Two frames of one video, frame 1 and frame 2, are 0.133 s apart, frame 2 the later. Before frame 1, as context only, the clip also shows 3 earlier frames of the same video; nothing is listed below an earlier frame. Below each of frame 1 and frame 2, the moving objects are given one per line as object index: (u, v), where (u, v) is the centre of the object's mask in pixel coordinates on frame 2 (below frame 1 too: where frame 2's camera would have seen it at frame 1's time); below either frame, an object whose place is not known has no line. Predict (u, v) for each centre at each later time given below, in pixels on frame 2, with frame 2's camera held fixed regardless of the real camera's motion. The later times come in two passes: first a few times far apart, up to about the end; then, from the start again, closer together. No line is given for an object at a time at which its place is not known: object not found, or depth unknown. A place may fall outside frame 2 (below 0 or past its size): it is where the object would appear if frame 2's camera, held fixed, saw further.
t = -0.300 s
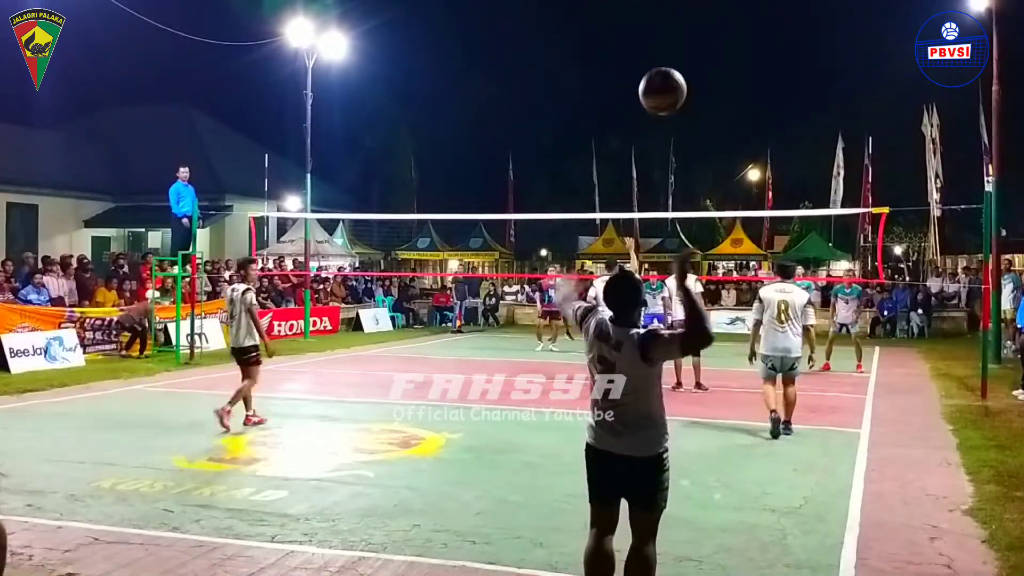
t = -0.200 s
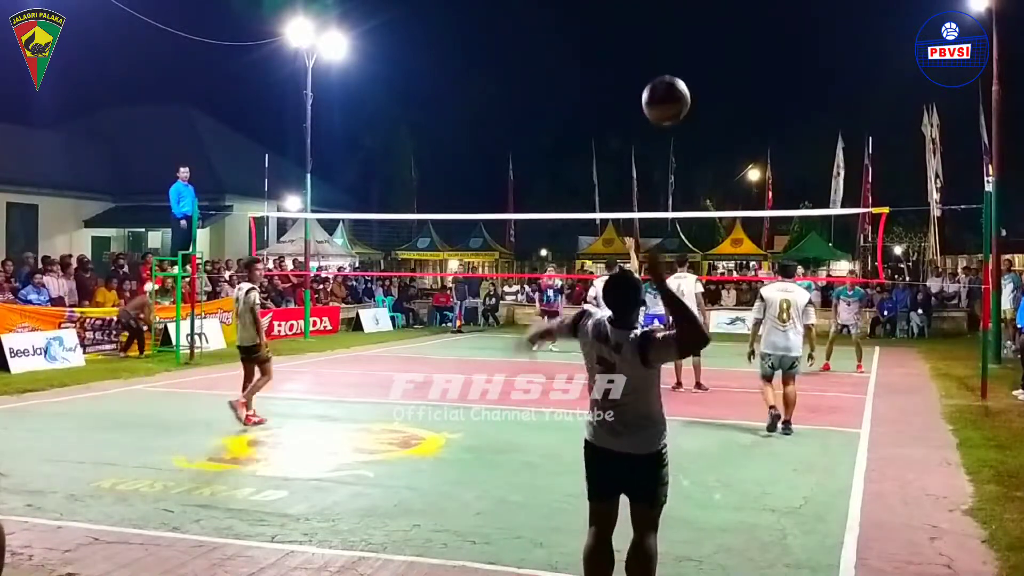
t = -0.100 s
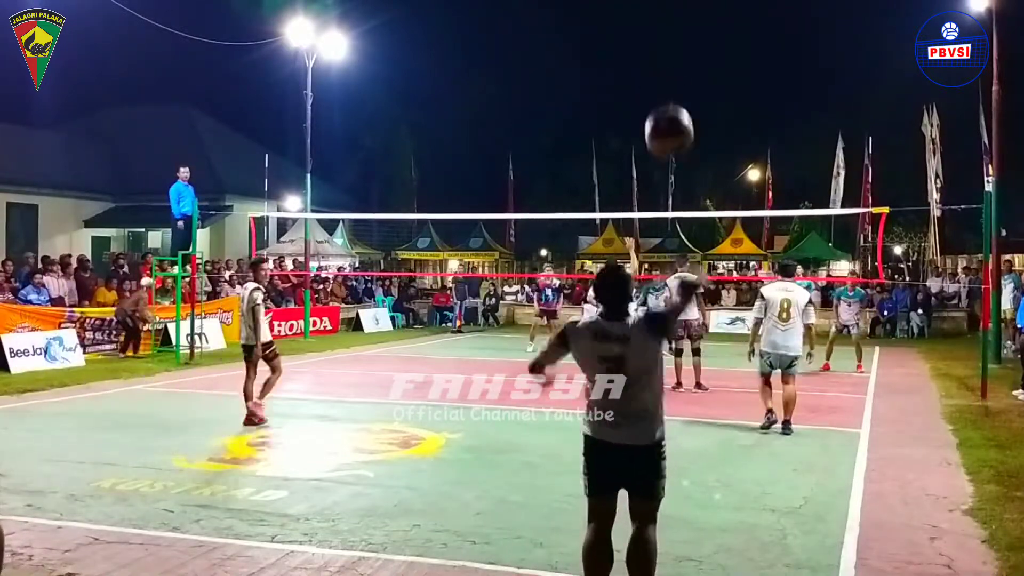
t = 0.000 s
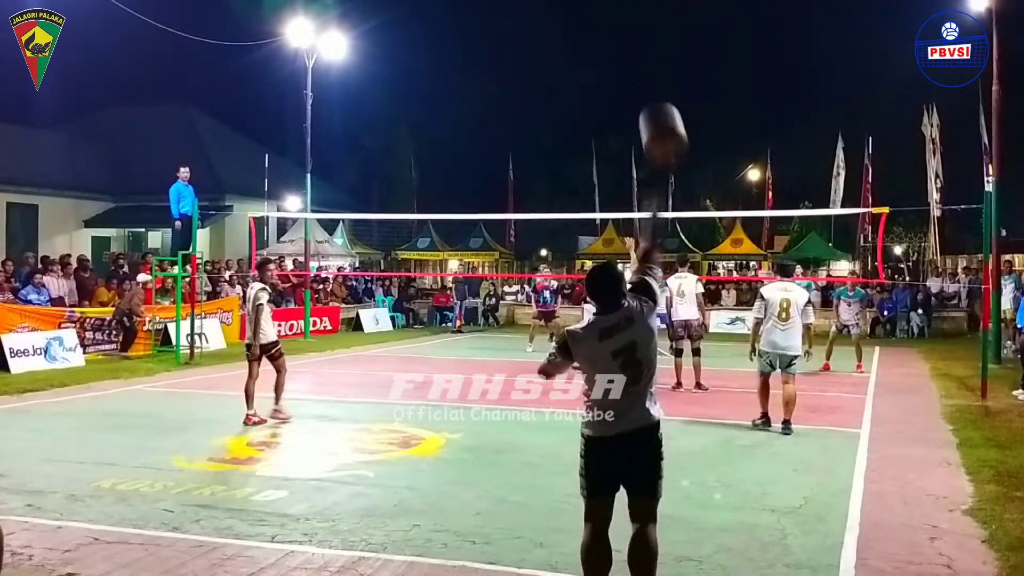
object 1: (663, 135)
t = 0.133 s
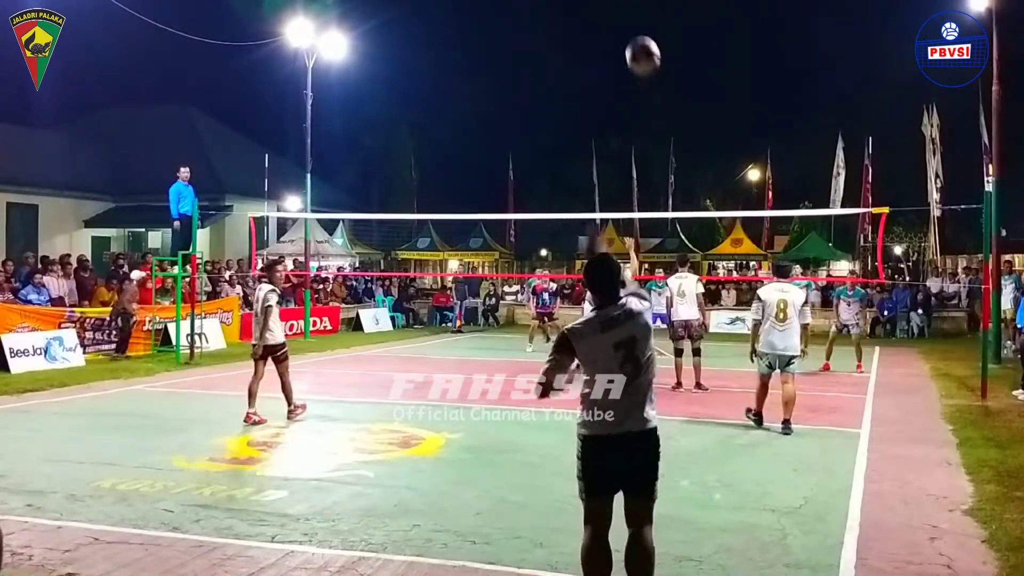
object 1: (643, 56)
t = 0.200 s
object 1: (637, 41)
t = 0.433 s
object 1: (615, 45)
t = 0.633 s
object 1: (599, 75)
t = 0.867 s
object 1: (590, 129)
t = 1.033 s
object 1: (587, 173)
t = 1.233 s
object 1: (584, 231)
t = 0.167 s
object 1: (640, 47)
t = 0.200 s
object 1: (637, 41)
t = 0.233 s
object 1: (634, 38)
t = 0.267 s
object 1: (631, 36)
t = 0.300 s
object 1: (628, 35)
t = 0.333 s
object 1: (624, 36)
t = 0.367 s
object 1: (621, 38)
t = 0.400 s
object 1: (618, 41)
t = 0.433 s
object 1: (615, 45)
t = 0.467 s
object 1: (611, 49)
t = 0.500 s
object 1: (609, 53)
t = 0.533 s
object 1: (606, 58)
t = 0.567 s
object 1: (603, 64)
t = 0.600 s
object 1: (601, 69)
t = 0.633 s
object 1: (599, 75)
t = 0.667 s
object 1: (597, 82)
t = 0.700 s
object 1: (596, 89)
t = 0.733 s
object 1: (594, 96)
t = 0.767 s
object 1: (593, 104)
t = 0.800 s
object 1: (592, 112)
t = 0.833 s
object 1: (591, 120)
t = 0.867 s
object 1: (590, 129)
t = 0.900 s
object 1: (589, 137)
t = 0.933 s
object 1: (588, 146)
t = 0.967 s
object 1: (588, 154)
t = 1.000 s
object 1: (587, 164)
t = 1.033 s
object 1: (587, 173)
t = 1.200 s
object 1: (585, 224)
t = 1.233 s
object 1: (584, 231)
